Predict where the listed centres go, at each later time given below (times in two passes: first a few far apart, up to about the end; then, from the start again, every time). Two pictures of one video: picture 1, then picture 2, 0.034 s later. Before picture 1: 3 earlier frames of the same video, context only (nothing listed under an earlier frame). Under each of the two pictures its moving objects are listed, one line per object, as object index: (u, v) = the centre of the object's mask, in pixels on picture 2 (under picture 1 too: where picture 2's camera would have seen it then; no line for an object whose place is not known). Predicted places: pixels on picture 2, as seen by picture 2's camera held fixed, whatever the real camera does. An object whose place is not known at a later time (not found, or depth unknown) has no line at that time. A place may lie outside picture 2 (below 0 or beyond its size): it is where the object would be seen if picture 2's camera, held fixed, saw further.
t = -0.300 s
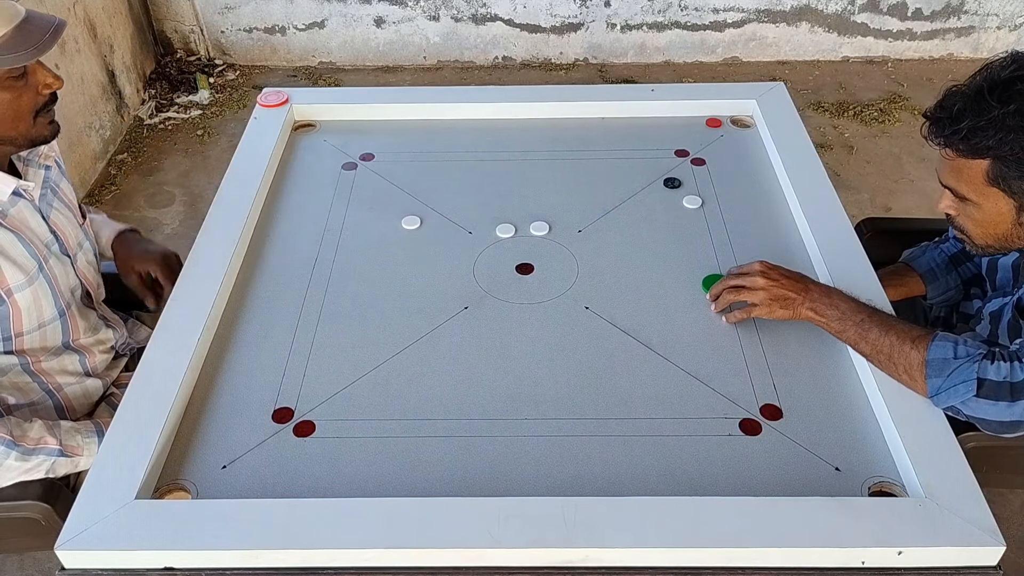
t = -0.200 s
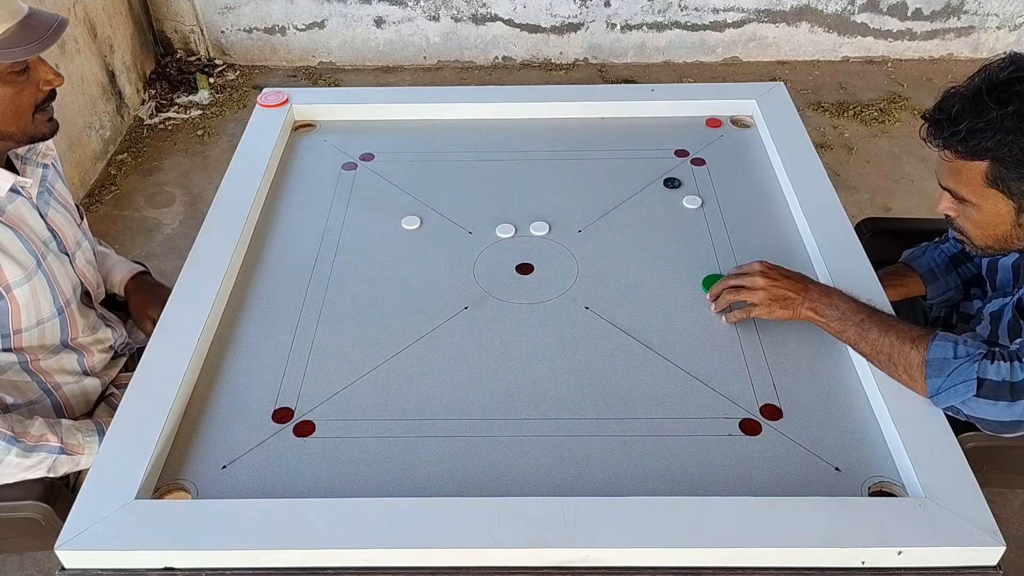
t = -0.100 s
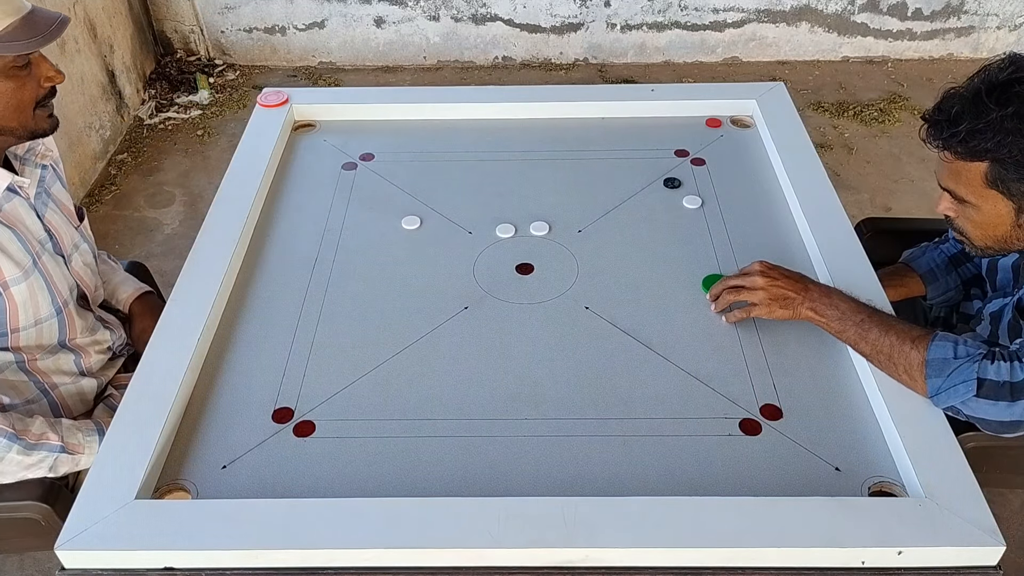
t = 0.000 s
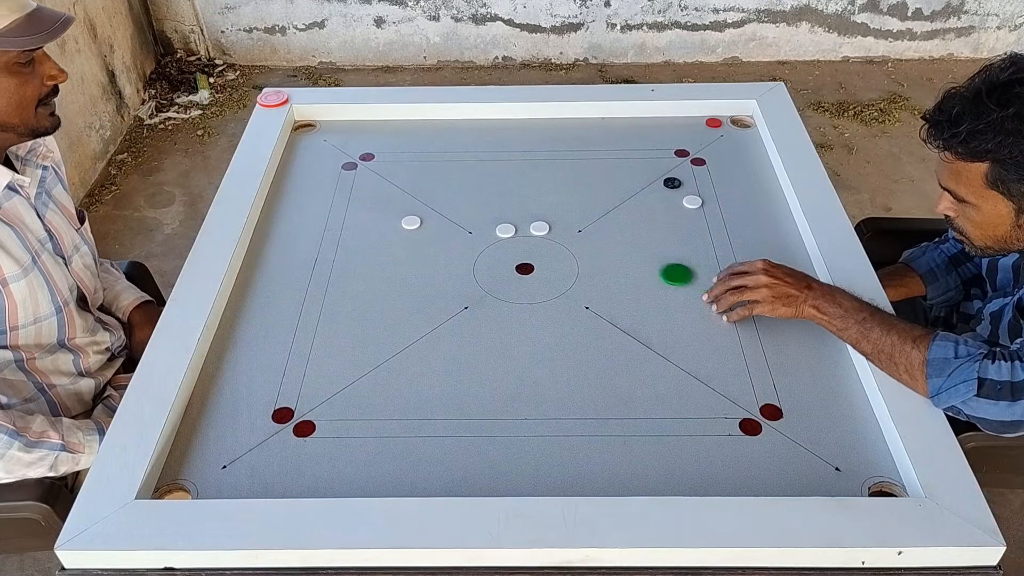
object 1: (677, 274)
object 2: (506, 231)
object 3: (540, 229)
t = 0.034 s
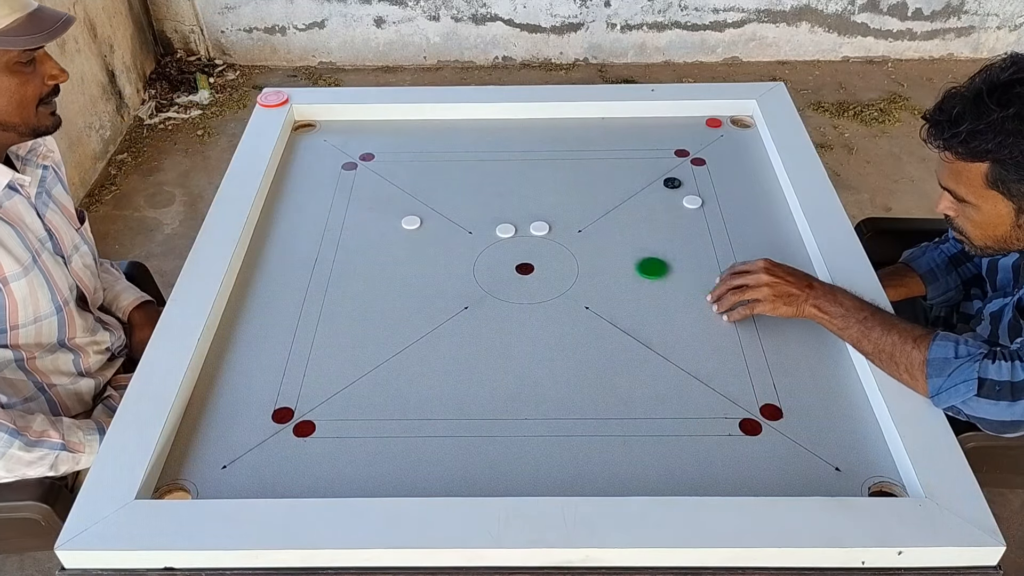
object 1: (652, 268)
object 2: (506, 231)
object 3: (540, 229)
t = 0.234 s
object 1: (528, 241)
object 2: (505, 230)
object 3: (523, 212)
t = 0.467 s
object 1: (450, 248)
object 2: (427, 194)
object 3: (451, 143)
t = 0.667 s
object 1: (391, 255)
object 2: (371, 169)
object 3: (401, 145)
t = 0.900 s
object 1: (334, 262)
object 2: (316, 147)
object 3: (345, 193)
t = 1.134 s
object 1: (288, 268)
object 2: (314, 134)
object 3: (287, 245)
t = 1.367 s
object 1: (249, 289)
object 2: (339, 128)
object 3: (268, 263)
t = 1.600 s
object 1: (263, 303)
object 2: (352, 125)
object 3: (297, 276)
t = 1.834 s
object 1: (276, 313)
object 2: (355, 126)
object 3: (324, 285)
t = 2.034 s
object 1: (285, 319)
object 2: (355, 126)
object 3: (343, 291)
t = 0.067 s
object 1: (629, 261)
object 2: (506, 231)
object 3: (540, 229)
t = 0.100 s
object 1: (606, 255)
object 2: (506, 231)
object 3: (540, 229)
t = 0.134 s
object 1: (584, 250)
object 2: (506, 231)
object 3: (540, 229)
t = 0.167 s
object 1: (563, 244)
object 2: (506, 231)
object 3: (540, 229)
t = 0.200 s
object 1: (544, 241)
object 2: (505, 231)
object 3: (534, 223)
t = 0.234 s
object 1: (528, 241)
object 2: (505, 230)
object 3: (523, 212)
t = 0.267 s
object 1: (516, 241)
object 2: (496, 226)
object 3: (511, 201)
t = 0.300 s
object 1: (504, 242)
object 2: (484, 220)
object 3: (500, 190)
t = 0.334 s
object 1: (493, 243)
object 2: (472, 215)
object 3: (490, 180)
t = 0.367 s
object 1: (482, 245)
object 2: (460, 209)
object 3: (479, 170)
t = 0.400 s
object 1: (471, 246)
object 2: (449, 204)
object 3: (469, 160)
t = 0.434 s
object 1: (460, 247)
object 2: (438, 199)
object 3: (460, 151)
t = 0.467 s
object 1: (450, 248)
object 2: (427, 194)
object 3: (451, 143)
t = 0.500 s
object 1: (439, 250)
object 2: (417, 189)
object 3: (442, 134)
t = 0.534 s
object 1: (429, 251)
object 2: (407, 185)
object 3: (433, 126)
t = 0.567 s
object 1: (419, 252)
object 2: (398, 181)
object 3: (424, 125)
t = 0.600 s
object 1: (409, 253)
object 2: (388, 177)
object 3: (416, 132)
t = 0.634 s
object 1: (400, 254)
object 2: (380, 173)
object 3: (408, 139)
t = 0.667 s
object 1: (391, 255)
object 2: (371, 169)
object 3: (401, 145)
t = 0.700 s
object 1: (382, 256)
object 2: (362, 165)
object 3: (393, 152)
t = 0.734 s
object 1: (374, 257)
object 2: (354, 162)
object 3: (385, 159)
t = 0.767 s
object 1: (365, 258)
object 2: (346, 159)
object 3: (377, 165)
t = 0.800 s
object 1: (357, 259)
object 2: (338, 155)
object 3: (369, 172)
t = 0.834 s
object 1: (350, 260)
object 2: (330, 152)
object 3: (361, 179)
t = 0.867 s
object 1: (342, 261)
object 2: (323, 150)
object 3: (353, 186)
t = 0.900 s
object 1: (334, 262)
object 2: (316, 147)
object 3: (345, 193)
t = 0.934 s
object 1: (327, 263)
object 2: (309, 144)
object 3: (337, 200)
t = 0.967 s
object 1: (320, 264)
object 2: (302, 142)
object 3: (329, 208)
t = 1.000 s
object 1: (313, 265)
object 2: (296, 139)
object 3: (320, 215)
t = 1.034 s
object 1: (307, 266)
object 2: (300, 138)
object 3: (312, 222)
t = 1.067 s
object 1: (300, 267)
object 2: (305, 137)
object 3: (304, 230)
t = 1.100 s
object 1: (294, 267)
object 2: (309, 135)
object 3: (296, 238)
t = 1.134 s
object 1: (288, 268)
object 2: (314, 134)
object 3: (287, 245)
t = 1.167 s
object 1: (282, 270)
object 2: (318, 133)
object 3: (279, 253)
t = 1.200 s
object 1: (276, 273)
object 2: (322, 132)
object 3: (270, 255)
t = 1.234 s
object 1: (270, 276)
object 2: (326, 131)
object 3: (261, 256)
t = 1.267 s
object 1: (265, 279)
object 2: (329, 130)
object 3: (254, 257)
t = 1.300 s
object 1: (259, 282)
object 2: (333, 129)
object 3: (259, 259)
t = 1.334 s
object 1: (254, 285)
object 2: (336, 128)
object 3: (263, 261)
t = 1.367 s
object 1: (249, 289)
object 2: (339, 128)
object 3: (268, 263)
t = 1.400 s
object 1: (250, 291)
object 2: (342, 127)
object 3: (272, 265)
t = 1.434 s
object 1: (252, 293)
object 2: (344, 127)
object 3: (277, 267)
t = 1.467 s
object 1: (254, 295)
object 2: (346, 126)
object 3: (281, 269)
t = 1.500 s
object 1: (257, 297)
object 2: (348, 126)
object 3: (285, 271)
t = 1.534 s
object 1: (259, 299)
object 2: (349, 126)
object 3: (290, 272)
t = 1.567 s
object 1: (261, 301)
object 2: (351, 125)
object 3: (294, 274)
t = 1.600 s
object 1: (263, 303)
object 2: (352, 125)
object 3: (297, 276)
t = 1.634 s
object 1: (265, 304)
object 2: (353, 125)
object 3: (301, 277)
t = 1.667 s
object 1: (267, 306)
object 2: (354, 125)
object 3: (305, 279)
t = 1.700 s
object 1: (269, 308)
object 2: (354, 125)
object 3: (309, 280)
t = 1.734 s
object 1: (271, 309)
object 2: (354, 126)
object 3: (313, 282)
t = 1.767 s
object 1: (273, 311)
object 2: (354, 126)
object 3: (317, 283)
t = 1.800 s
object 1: (275, 312)
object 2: (354, 126)
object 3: (320, 284)
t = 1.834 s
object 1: (276, 313)
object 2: (355, 126)
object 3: (324, 285)
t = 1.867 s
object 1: (278, 314)
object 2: (355, 126)
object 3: (327, 286)
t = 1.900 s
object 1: (280, 315)
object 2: (355, 126)
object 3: (331, 287)
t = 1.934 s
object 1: (281, 316)
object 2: (355, 126)
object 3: (334, 288)
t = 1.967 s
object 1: (282, 317)
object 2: (355, 126)
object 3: (337, 289)
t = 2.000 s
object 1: (284, 318)
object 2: (355, 126)
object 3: (340, 290)
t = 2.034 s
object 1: (285, 319)
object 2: (355, 126)
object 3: (343, 291)
